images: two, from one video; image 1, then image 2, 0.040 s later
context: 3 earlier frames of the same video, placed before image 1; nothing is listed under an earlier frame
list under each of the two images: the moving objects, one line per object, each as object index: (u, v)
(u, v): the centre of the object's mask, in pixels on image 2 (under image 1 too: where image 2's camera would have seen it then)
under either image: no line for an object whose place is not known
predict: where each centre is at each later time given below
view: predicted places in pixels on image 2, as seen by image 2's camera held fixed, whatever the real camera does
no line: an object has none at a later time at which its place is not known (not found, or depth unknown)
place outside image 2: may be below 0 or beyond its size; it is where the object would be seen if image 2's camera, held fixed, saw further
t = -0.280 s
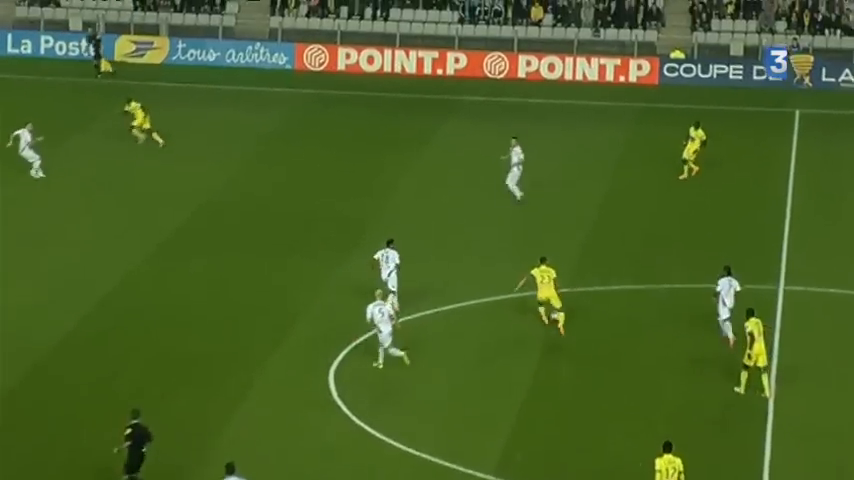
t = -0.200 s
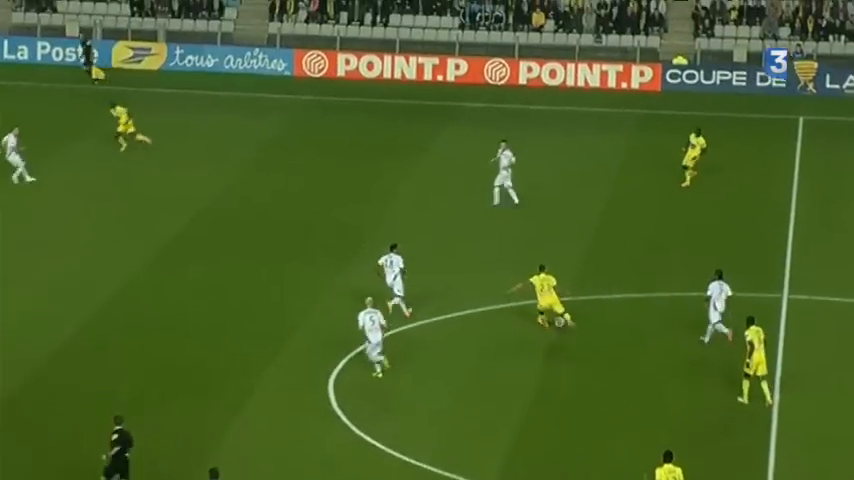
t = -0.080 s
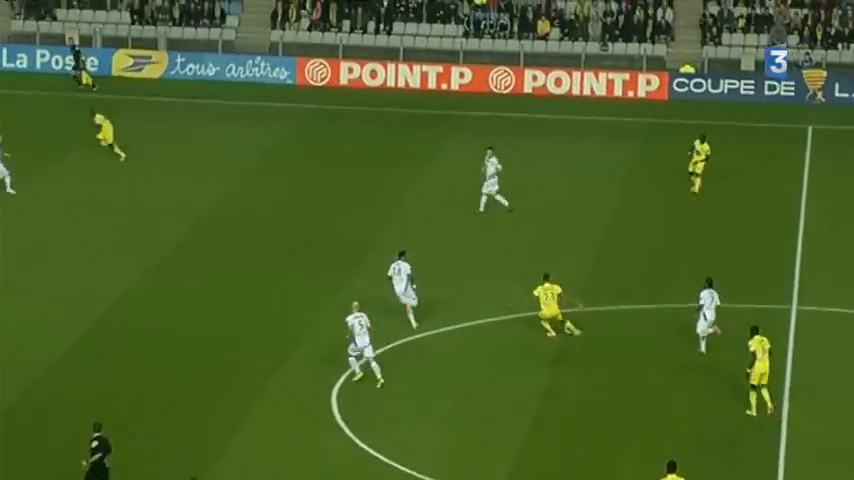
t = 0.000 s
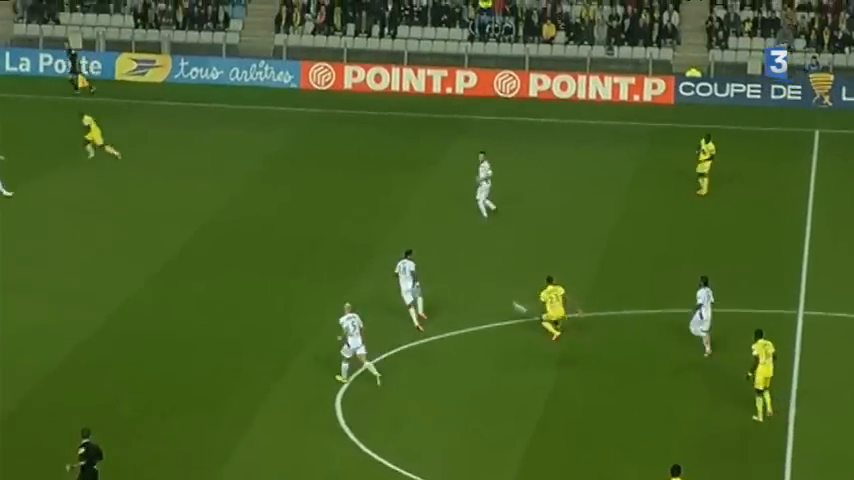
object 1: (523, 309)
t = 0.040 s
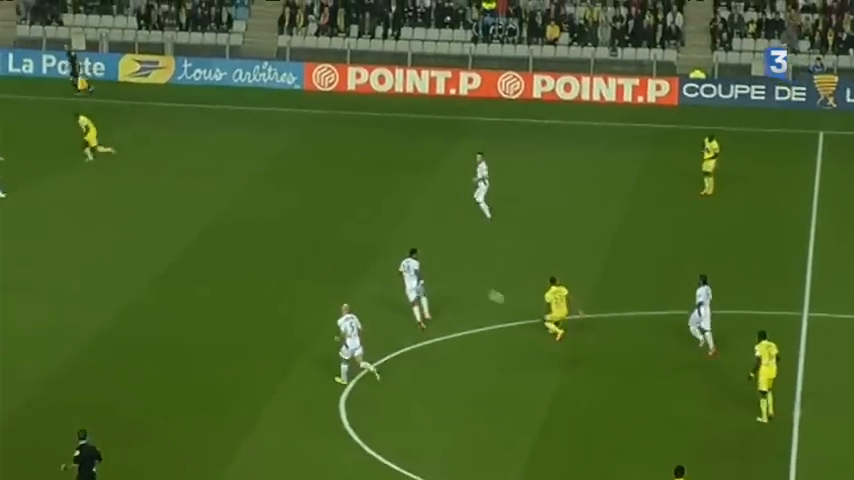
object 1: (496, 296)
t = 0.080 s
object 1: (469, 284)
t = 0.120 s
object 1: (443, 274)
